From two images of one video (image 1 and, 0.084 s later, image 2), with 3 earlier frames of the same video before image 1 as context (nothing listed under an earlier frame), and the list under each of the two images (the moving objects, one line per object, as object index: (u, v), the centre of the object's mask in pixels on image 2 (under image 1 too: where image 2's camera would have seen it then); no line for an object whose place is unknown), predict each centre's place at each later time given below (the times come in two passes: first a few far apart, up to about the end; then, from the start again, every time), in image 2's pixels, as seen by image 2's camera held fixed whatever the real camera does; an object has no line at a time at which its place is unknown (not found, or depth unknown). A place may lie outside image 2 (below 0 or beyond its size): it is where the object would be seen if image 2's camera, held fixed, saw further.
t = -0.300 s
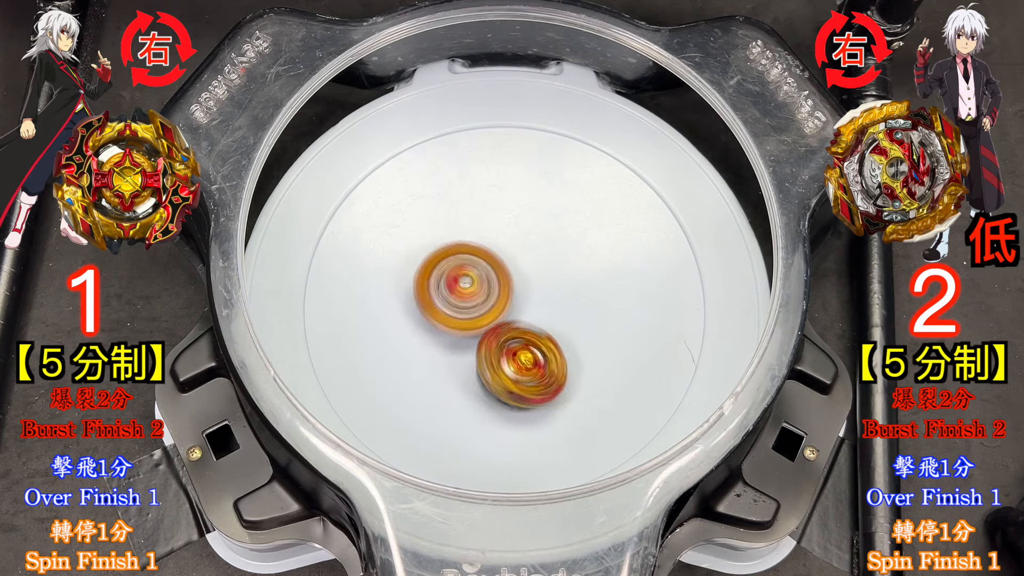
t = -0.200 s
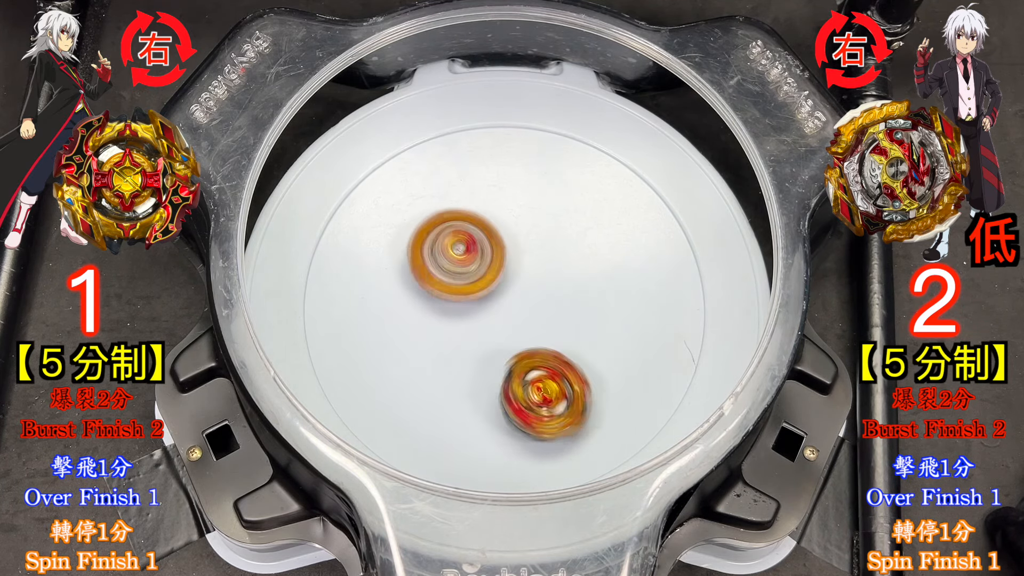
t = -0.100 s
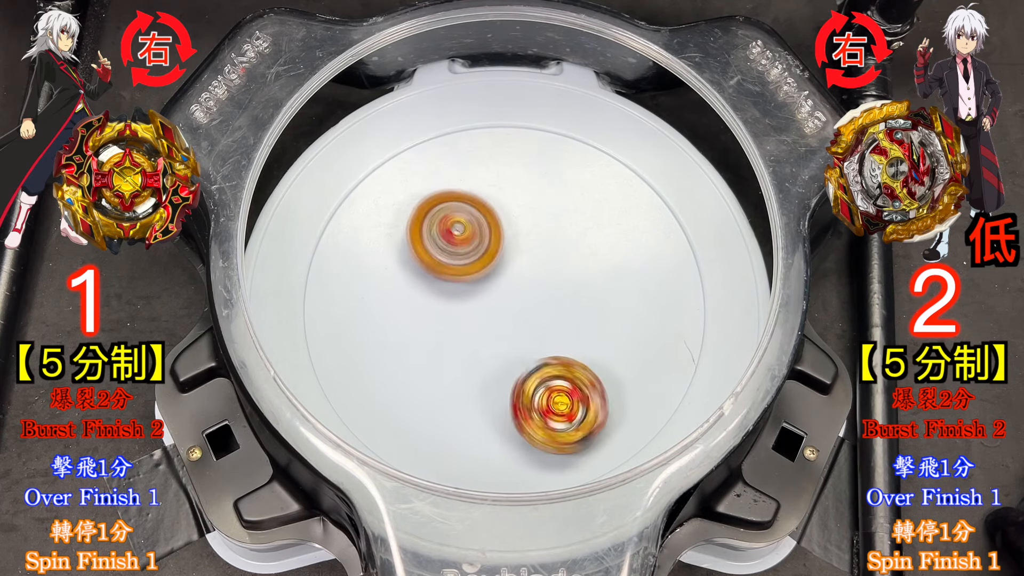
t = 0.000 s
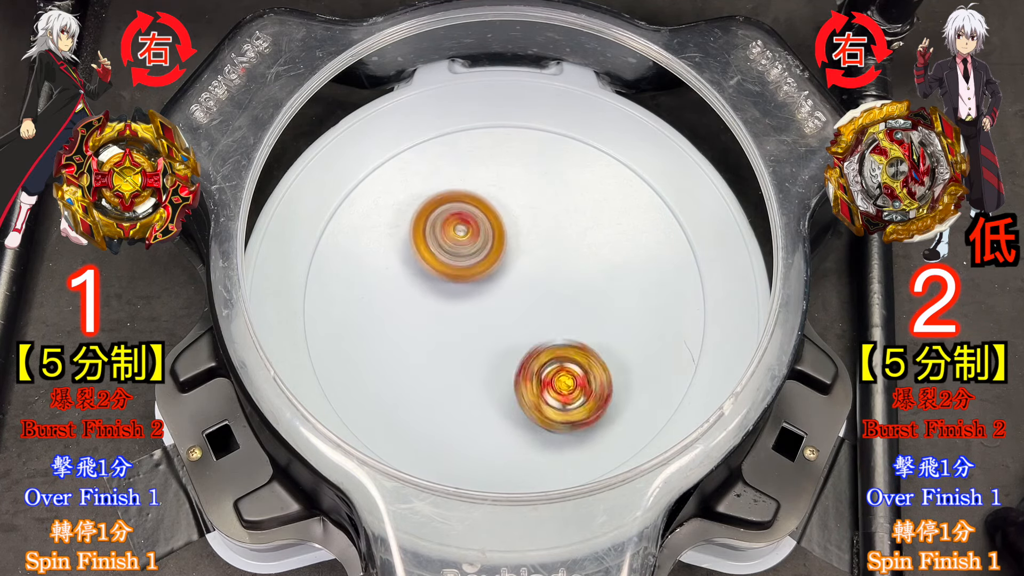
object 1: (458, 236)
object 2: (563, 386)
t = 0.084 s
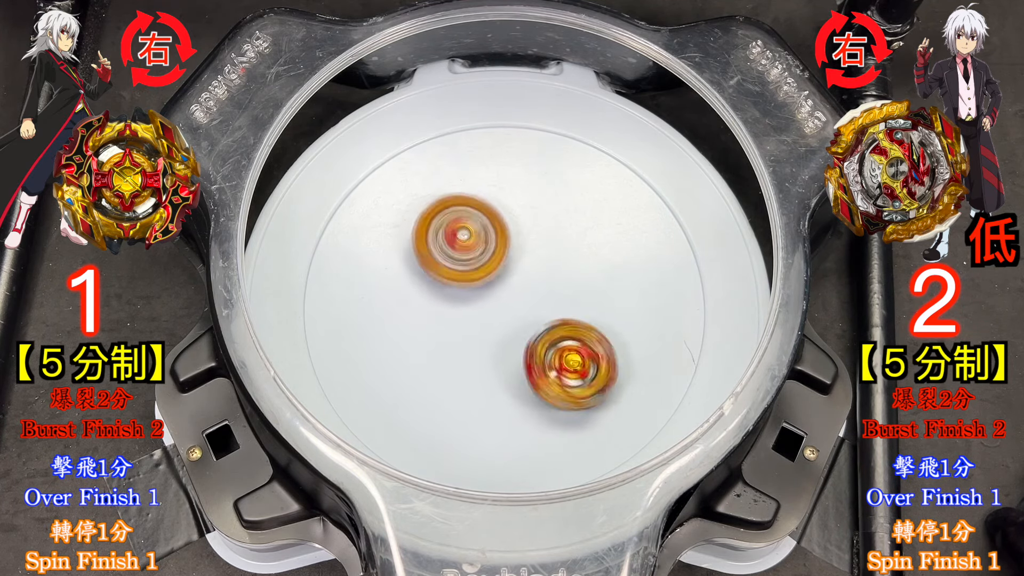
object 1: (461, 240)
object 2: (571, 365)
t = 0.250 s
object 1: (473, 248)
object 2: (576, 327)
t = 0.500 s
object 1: (496, 259)
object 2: (583, 286)
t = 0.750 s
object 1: (492, 258)
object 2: (580, 295)
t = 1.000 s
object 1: (428, 218)
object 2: (653, 383)
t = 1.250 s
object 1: (434, 255)
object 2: (614, 359)
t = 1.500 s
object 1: (440, 269)
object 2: (564, 307)
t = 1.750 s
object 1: (449, 286)
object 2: (551, 297)
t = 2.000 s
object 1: (455, 296)
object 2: (558, 308)
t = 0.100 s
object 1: (462, 241)
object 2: (571, 361)
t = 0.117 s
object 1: (463, 242)
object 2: (571, 357)
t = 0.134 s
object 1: (464, 242)
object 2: (572, 352)
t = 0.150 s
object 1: (465, 244)
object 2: (573, 348)
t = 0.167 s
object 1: (466, 245)
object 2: (575, 345)
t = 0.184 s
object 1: (468, 245)
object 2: (576, 342)
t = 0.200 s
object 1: (468, 246)
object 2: (576, 339)
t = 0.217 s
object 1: (470, 247)
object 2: (575, 335)
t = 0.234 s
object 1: (471, 248)
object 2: (575, 330)
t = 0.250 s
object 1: (473, 248)
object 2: (576, 327)
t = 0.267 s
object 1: (474, 249)
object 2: (576, 324)
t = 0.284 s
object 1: (476, 250)
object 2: (575, 322)
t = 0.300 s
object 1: (478, 251)
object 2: (575, 319)
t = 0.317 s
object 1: (479, 251)
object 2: (573, 315)
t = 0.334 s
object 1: (481, 252)
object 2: (574, 311)
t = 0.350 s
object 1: (482, 253)
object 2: (575, 308)
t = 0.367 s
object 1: (484, 254)
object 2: (575, 306)
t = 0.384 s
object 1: (486, 254)
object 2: (575, 304)
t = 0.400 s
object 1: (487, 255)
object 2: (575, 301)
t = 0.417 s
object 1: (489, 256)
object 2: (576, 297)
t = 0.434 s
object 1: (491, 256)
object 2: (578, 294)
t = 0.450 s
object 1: (493, 258)
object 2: (579, 292)
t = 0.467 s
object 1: (494, 258)
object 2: (581, 289)
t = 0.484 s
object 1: (496, 259)
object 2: (582, 287)
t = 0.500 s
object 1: (496, 259)
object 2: (583, 286)
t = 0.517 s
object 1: (495, 258)
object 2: (588, 286)
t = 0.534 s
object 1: (494, 257)
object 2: (593, 288)
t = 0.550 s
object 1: (492, 255)
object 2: (595, 290)
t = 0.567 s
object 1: (492, 255)
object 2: (595, 291)
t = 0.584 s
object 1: (491, 254)
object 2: (595, 293)
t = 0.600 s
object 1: (492, 254)
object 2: (592, 294)
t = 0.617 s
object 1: (492, 254)
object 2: (589, 292)
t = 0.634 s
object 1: (492, 255)
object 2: (588, 292)
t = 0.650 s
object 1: (493, 255)
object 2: (586, 293)
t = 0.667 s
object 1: (493, 255)
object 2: (583, 293)
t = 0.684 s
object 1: (494, 256)
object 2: (581, 294)
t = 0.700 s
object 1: (493, 257)
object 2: (581, 294)
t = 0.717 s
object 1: (494, 257)
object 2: (580, 294)
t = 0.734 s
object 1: (493, 257)
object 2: (580, 295)
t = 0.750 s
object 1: (492, 258)
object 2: (580, 295)
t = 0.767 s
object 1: (493, 258)
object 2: (580, 297)
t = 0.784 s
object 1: (491, 257)
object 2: (580, 299)
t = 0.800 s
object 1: (489, 258)
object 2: (580, 300)
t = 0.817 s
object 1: (489, 258)
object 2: (580, 300)
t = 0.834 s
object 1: (489, 258)
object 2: (579, 301)
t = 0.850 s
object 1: (488, 259)
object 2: (578, 301)
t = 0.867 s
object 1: (488, 260)
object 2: (576, 301)
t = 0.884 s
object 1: (486, 258)
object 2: (581, 306)
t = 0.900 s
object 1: (474, 250)
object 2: (596, 320)
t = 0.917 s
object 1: (463, 243)
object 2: (607, 334)
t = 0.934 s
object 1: (455, 236)
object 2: (620, 345)
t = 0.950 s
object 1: (447, 230)
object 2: (634, 354)
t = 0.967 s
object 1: (440, 225)
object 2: (644, 363)
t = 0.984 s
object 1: (434, 221)
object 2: (650, 372)
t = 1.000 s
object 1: (428, 218)
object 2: (653, 383)
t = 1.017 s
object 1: (425, 217)
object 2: (655, 387)
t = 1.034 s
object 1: (422, 216)
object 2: (655, 389)
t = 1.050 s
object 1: (419, 217)
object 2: (654, 392)
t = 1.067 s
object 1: (419, 218)
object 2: (653, 393)
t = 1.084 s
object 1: (418, 220)
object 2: (652, 393)
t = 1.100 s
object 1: (417, 222)
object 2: (650, 391)
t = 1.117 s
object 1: (418, 226)
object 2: (650, 390)
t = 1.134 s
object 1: (420, 229)
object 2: (648, 390)
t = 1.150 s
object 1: (421, 234)
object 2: (644, 388)
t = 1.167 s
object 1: (423, 238)
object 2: (640, 384)
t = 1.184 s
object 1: (425, 241)
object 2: (636, 380)
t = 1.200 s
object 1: (427, 245)
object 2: (631, 375)
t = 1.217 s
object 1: (429, 248)
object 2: (625, 369)
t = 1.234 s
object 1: (431, 251)
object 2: (619, 363)
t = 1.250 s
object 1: (434, 255)
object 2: (614, 359)
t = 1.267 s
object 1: (436, 258)
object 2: (607, 354)
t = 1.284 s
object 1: (438, 261)
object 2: (599, 350)
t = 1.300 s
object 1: (441, 264)
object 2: (591, 344)
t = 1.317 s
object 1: (444, 267)
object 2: (583, 339)
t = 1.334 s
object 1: (446, 269)
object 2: (576, 334)
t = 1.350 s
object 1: (448, 272)
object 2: (569, 328)
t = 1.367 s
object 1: (452, 275)
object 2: (562, 322)
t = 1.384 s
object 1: (454, 277)
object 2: (556, 317)
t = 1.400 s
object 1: (457, 279)
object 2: (549, 312)
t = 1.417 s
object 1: (458, 279)
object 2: (546, 308)
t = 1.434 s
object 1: (453, 276)
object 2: (551, 309)
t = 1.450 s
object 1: (448, 273)
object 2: (556, 308)
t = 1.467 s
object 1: (445, 272)
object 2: (559, 308)
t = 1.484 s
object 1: (442, 270)
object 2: (563, 308)
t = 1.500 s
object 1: (440, 269)
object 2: (564, 307)
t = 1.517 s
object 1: (440, 268)
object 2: (565, 307)
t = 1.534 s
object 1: (439, 269)
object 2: (565, 306)
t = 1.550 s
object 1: (440, 269)
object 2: (564, 306)
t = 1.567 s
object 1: (440, 270)
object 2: (564, 306)
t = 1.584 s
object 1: (441, 271)
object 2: (563, 305)
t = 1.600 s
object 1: (442, 273)
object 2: (561, 304)
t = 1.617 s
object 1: (443, 274)
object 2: (560, 303)
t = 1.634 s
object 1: (444, 276)
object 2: (558, 301)
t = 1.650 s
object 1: (447, 277)
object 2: (556, 300)
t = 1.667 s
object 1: (448, 279)
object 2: (553, 298)
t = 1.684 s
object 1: (449, 281)
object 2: (550, 297)
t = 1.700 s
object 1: (451, 282)
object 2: (547, 296)
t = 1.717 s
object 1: (451, 284)
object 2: (547, 296)
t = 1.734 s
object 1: (449, 285)
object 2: (549, 297)
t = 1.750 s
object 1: (449, 286)
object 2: (551, 297)
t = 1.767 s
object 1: (448, 287)
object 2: (552, 298)
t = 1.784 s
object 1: (449, 288)
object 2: (552, 298)
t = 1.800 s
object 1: (449, 289)
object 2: (553, 299)
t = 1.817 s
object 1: (450, 291)
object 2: (553, 300)
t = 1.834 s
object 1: (452, 291)
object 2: (553, 301)
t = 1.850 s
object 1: (453, 293)
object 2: (552, 302)
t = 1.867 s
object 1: (455, 294)
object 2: (552, 303)
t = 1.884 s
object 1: (456, 295)
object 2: (552, 303)
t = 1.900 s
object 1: (457, 295)
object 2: (552, 304)
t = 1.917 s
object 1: (458, 296)
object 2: (553, 304)
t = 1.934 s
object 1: (456, 296)
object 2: (556, 306)
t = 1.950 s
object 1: (455, 296)
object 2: (558, 307)
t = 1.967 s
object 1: (454, 296)
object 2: (559, 307)
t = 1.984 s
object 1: (454, 296)
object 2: (558, 307)
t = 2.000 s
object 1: (455, 296)
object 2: (558, 308)
